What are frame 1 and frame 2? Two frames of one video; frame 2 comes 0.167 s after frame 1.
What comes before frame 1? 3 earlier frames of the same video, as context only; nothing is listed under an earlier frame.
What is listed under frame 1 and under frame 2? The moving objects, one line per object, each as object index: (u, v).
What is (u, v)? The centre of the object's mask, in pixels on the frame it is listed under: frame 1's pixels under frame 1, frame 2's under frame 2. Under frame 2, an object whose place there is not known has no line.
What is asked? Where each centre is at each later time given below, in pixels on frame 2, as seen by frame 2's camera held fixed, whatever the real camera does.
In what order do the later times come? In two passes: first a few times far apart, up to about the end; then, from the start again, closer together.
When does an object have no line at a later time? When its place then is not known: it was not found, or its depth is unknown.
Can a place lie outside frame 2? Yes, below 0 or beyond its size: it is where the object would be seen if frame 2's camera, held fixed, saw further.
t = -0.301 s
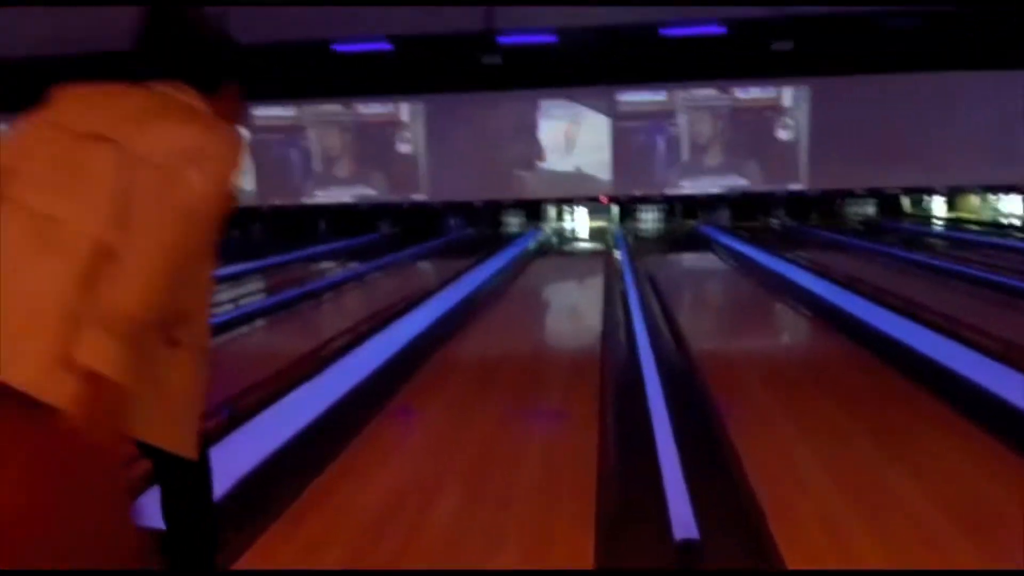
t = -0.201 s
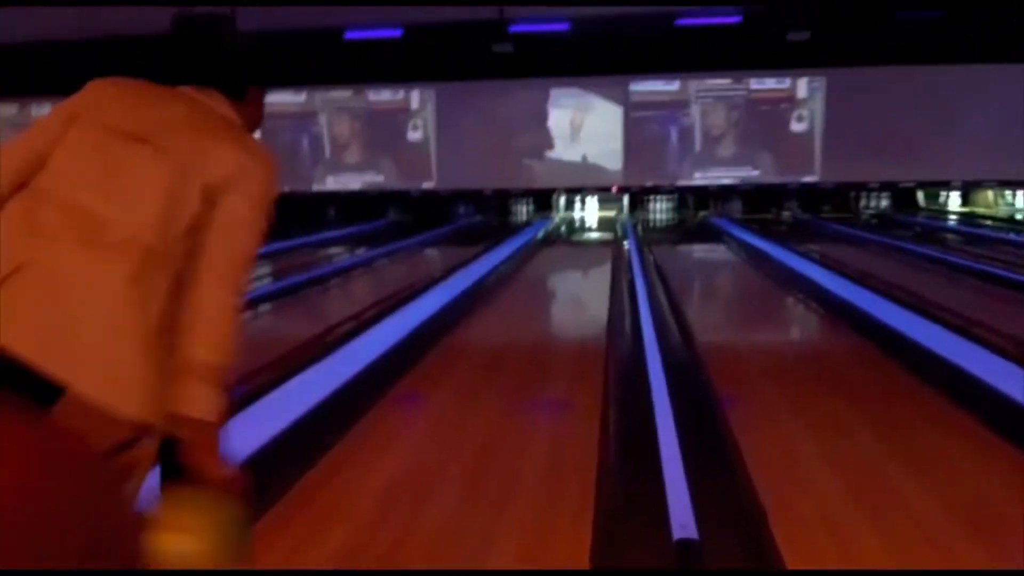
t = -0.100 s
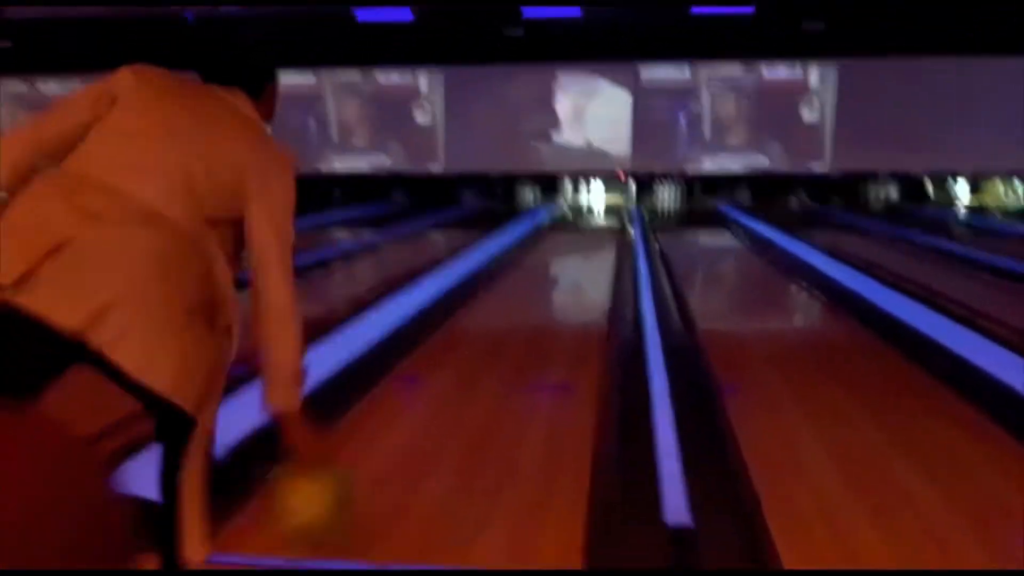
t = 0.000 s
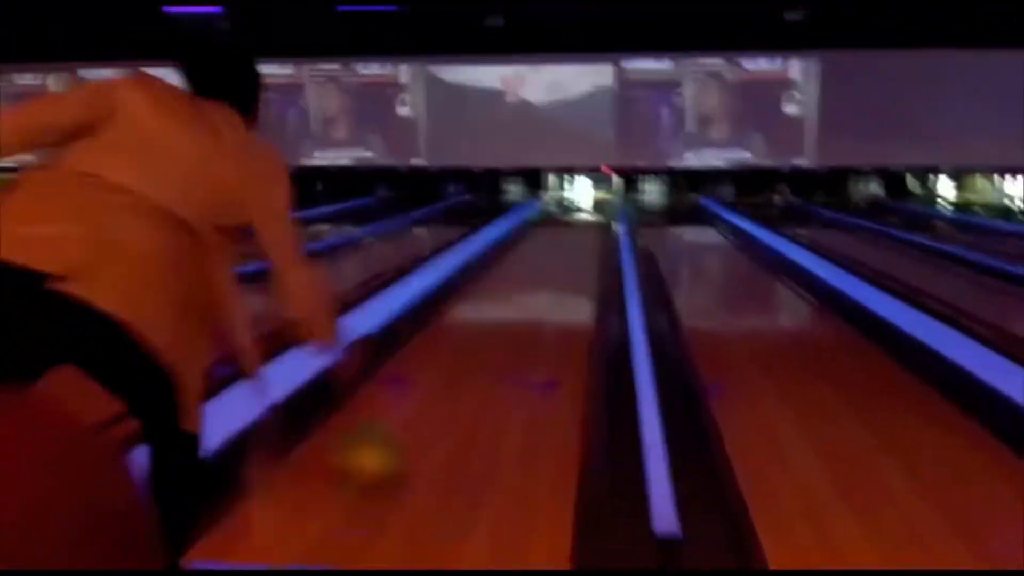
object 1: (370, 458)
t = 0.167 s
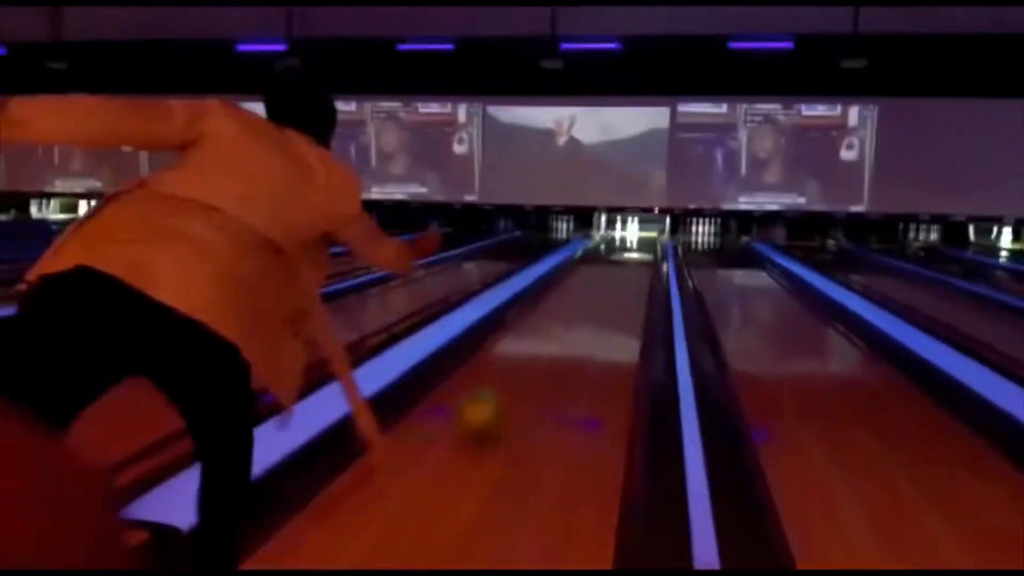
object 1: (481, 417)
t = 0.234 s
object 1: (500, 399)
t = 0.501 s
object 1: (546, 343)
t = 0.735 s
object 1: (566, 314)
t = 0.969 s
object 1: (582, 298)
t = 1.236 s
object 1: (594, 283)
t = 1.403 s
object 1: (599, 276)
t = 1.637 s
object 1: (602, 277)
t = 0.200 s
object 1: (491, 408)
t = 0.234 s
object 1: (500, 399)
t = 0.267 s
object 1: (507, 389)
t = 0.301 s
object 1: (513, 381)
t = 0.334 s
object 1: (520, 372)
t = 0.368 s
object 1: (525, 365)
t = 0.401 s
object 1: (532, 358)
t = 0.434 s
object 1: (537, 351)
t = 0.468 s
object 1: (541, 345)
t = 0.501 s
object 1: (546, 343)
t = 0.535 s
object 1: (549, 338)
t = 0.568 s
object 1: (554, 335)
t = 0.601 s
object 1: (557, 331)
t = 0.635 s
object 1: (558, 325)
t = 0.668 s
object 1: (560, 323)
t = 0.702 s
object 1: (563, 318)
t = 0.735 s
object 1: (566, 314)
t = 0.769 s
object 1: (569, 311)
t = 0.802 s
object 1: (572, 309)
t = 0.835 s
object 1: (574, 307)
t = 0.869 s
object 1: (576, 303)
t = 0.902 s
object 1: (578, 301)
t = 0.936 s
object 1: (581, 300)
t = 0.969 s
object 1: (582, 298)
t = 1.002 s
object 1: (585, 295)
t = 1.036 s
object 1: (586, 294)
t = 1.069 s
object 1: (588, 290)
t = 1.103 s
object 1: (589, 290)
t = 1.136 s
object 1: (591, 287)
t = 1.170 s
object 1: (592, 284)
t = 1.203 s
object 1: (593, 283)
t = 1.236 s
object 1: (594, 283)
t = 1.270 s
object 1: (595, 281)
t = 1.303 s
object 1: (597, 280)
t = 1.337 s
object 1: (597, 279)
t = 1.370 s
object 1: (599, 277)
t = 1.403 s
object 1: (599, 276)
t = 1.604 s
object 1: (600, 279)
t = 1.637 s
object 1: (602, 277)
